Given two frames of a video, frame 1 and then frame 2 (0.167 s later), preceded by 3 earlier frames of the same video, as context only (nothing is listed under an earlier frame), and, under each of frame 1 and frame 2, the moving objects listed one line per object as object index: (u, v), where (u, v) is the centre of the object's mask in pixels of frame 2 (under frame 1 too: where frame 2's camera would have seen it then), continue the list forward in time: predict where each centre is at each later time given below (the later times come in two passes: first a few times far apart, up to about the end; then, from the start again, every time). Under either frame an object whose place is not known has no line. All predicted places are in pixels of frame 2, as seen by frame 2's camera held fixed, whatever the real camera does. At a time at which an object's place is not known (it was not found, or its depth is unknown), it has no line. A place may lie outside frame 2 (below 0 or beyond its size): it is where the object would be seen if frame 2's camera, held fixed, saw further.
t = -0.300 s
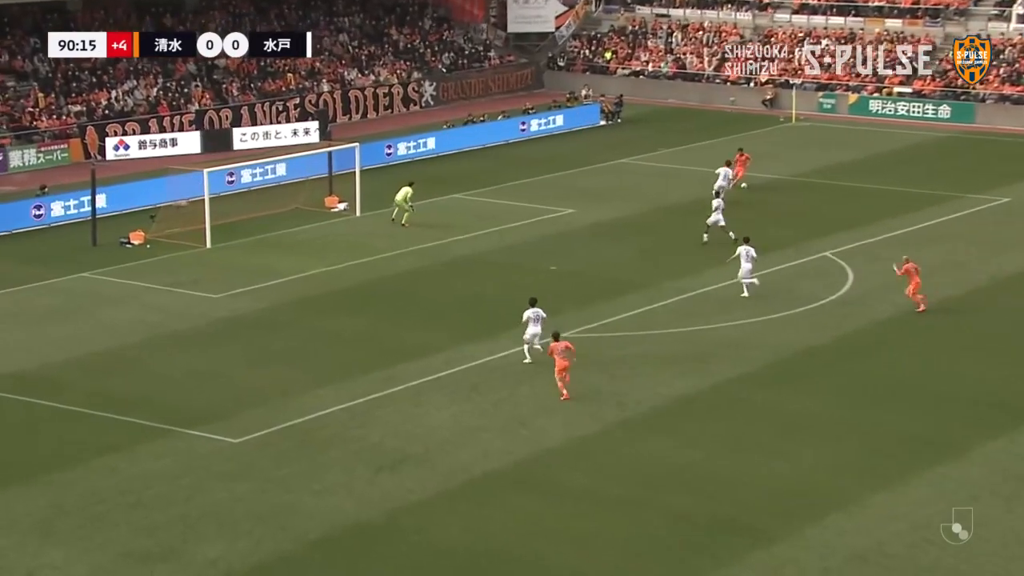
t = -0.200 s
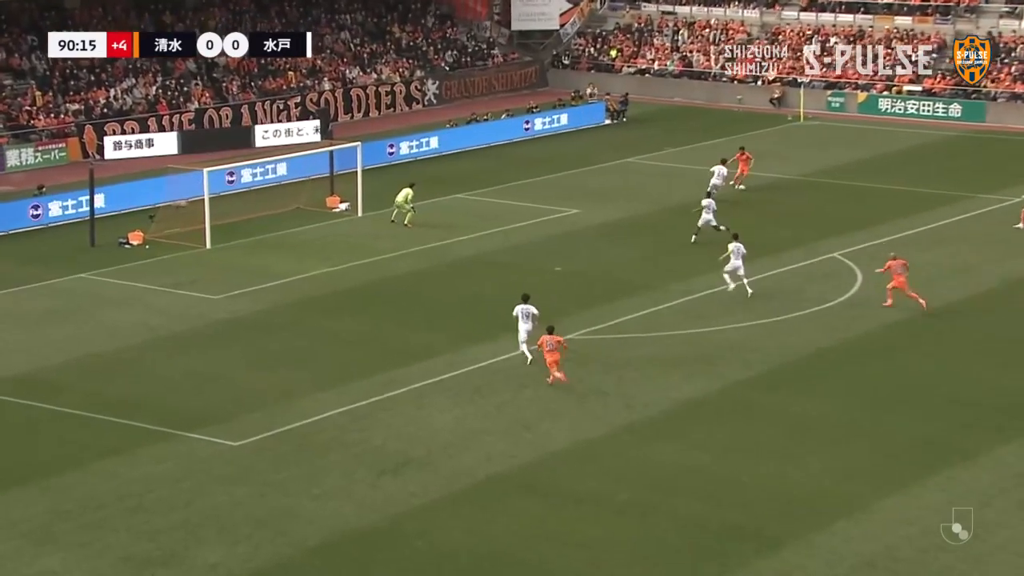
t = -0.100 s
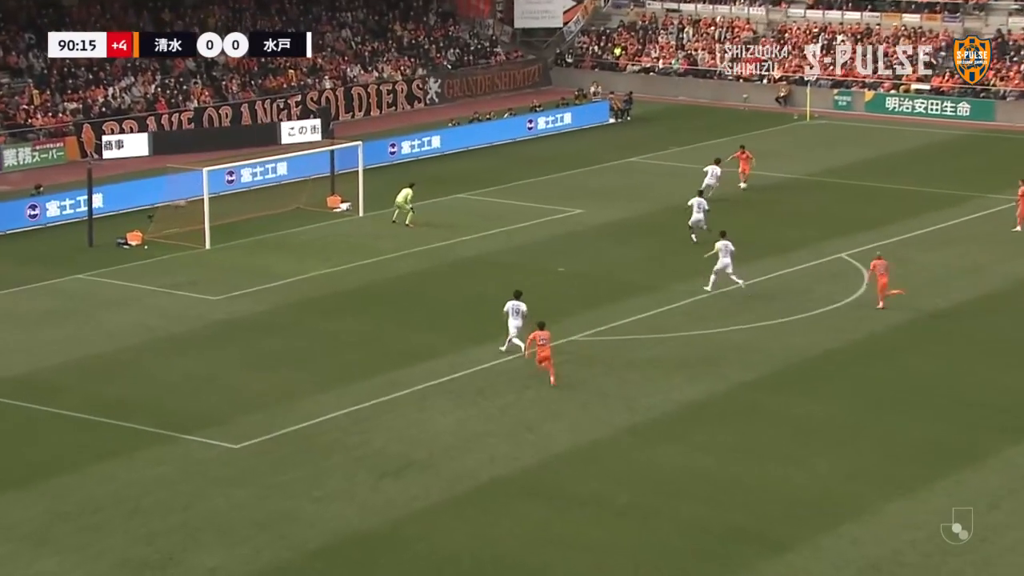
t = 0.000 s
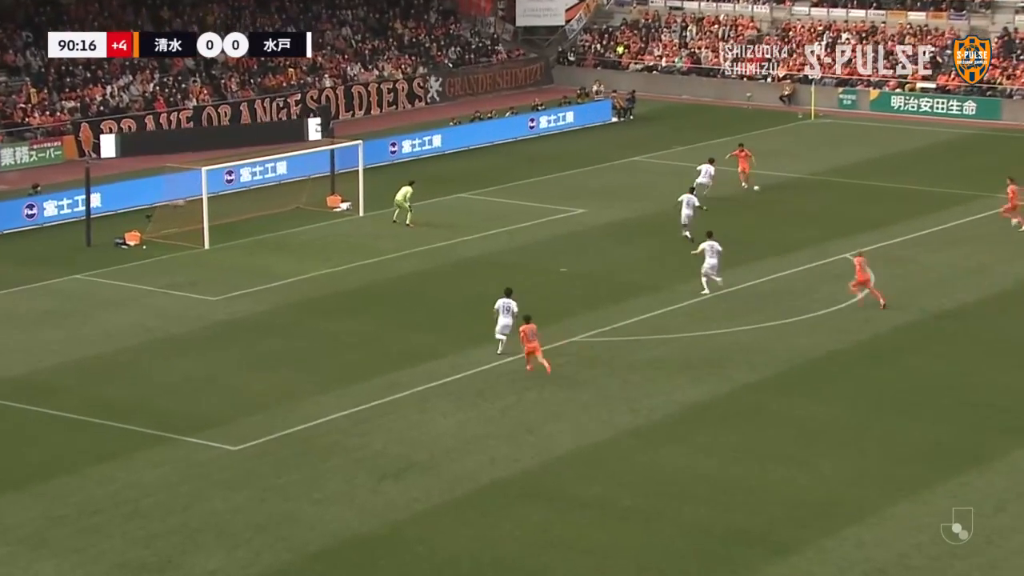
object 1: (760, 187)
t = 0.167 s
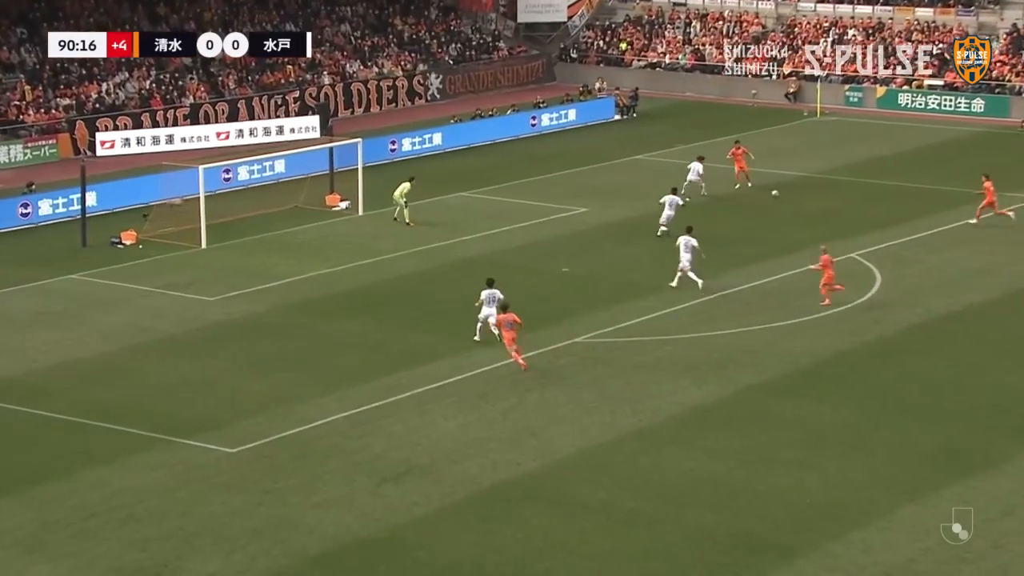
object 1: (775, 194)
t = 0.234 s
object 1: (781, 195)
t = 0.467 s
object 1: (796, 200)
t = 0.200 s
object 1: (780, 195)
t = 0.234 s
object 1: (781, 195)
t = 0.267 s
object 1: (784, 196)
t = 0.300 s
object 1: (786, 197)
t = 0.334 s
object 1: (788, 197)
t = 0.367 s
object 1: (790, 199)
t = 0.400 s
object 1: (793, 199)
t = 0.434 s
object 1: (794, 200)
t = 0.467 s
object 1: (796, 200)
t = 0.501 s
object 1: (798, 201)
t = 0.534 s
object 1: (800, 202)
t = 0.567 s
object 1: (802, 203)
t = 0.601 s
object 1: (804, 203)
